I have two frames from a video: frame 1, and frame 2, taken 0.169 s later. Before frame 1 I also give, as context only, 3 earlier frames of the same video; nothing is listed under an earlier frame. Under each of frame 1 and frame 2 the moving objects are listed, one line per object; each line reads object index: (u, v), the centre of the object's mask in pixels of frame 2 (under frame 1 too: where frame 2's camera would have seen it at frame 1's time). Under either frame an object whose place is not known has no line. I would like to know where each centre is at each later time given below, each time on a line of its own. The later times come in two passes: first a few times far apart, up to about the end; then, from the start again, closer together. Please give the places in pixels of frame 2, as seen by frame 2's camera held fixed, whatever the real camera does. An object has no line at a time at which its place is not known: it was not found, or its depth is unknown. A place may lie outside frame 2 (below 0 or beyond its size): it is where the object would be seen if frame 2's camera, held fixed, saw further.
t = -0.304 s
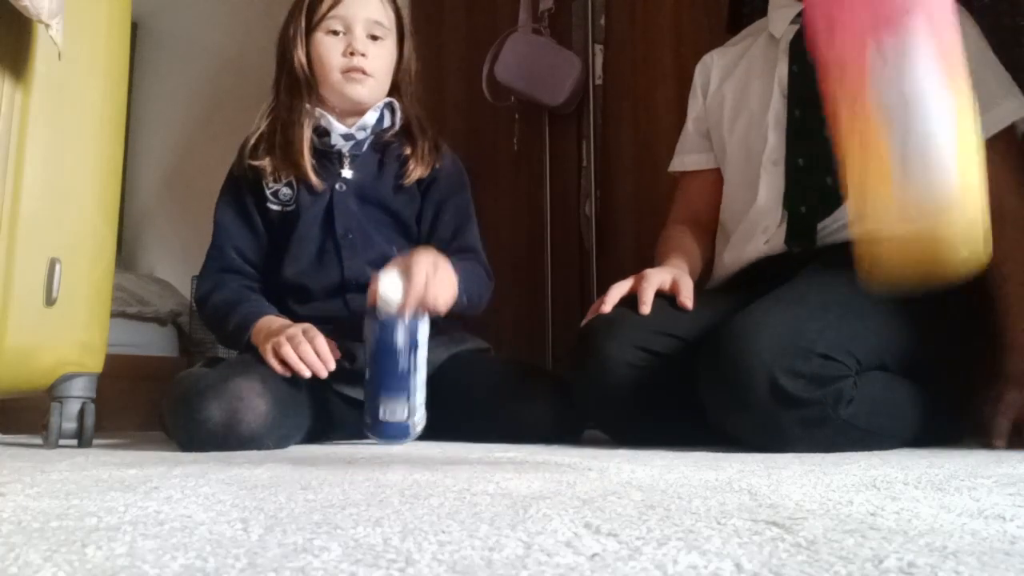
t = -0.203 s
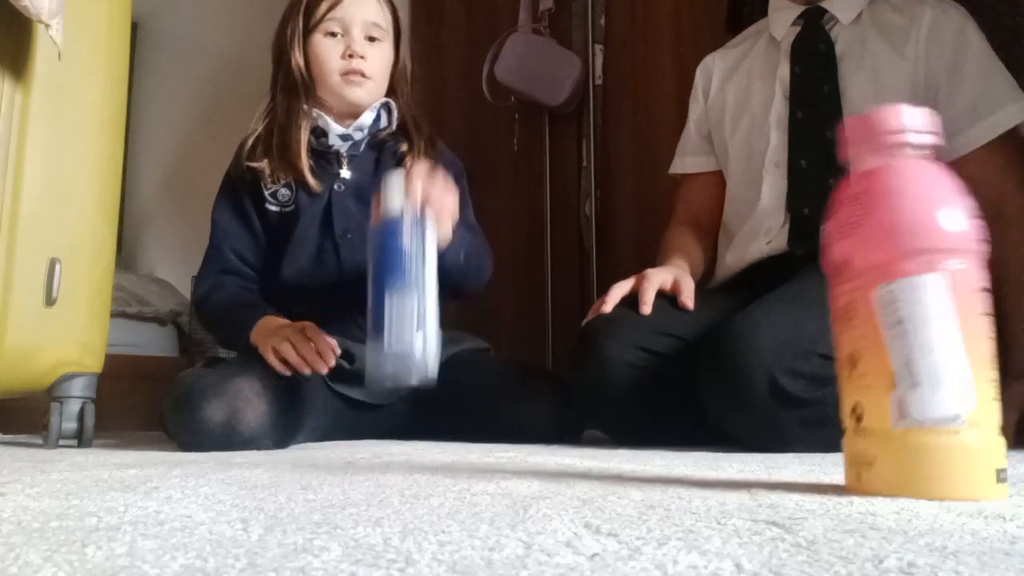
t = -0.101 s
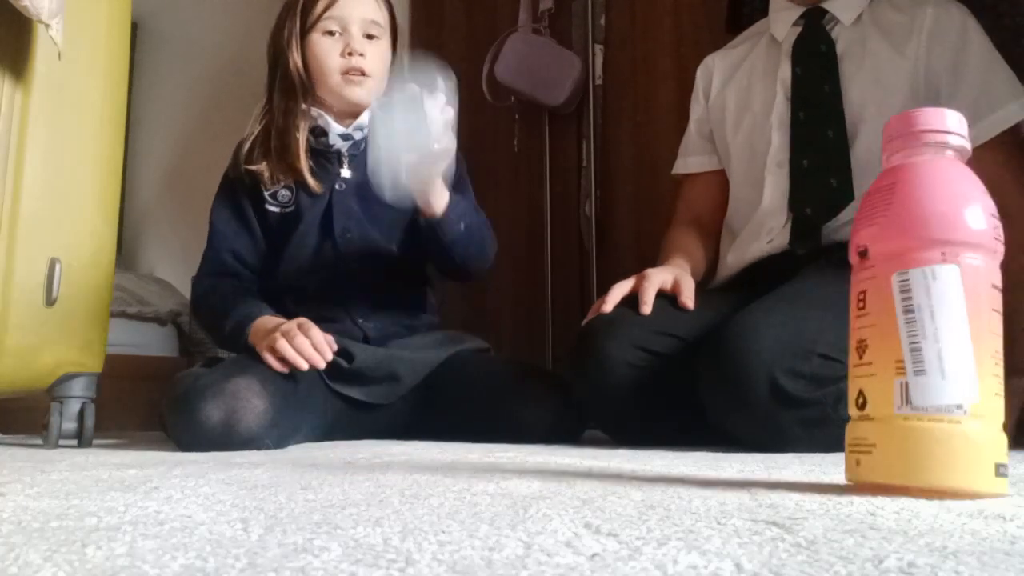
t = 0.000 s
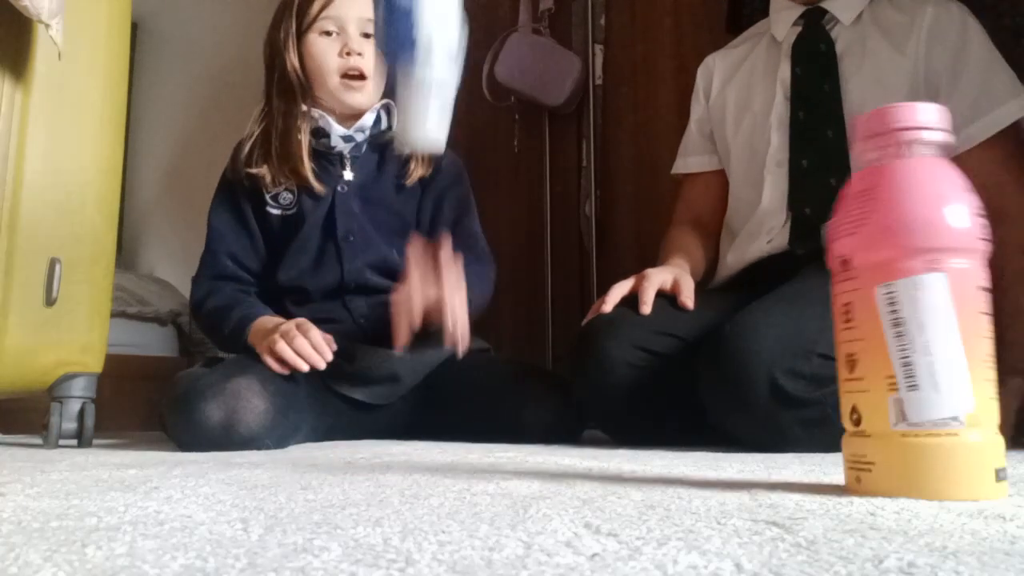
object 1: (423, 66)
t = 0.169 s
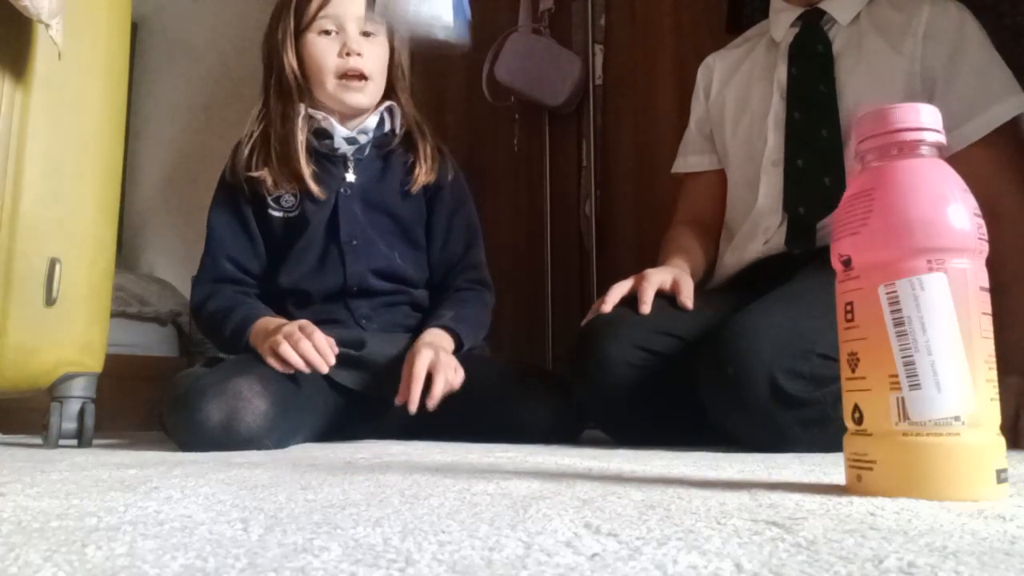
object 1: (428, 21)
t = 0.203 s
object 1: (429, 56)
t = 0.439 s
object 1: (440, 413)
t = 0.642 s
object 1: (436, 426)
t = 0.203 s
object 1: (429, 56)
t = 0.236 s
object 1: (429, 99)
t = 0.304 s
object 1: (436, 296)
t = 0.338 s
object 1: (444, 417)
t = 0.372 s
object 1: (445, 395)
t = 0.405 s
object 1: (445, 392)
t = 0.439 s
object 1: (440, 413)
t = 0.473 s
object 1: (436, 426)
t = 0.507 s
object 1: (433, 426)
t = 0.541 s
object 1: (433, 426)
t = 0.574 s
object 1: (435, 426)
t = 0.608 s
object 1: (435, 426)
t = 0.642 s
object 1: (436, 426)
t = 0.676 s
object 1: (437, 426)
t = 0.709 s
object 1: (436, 426)
